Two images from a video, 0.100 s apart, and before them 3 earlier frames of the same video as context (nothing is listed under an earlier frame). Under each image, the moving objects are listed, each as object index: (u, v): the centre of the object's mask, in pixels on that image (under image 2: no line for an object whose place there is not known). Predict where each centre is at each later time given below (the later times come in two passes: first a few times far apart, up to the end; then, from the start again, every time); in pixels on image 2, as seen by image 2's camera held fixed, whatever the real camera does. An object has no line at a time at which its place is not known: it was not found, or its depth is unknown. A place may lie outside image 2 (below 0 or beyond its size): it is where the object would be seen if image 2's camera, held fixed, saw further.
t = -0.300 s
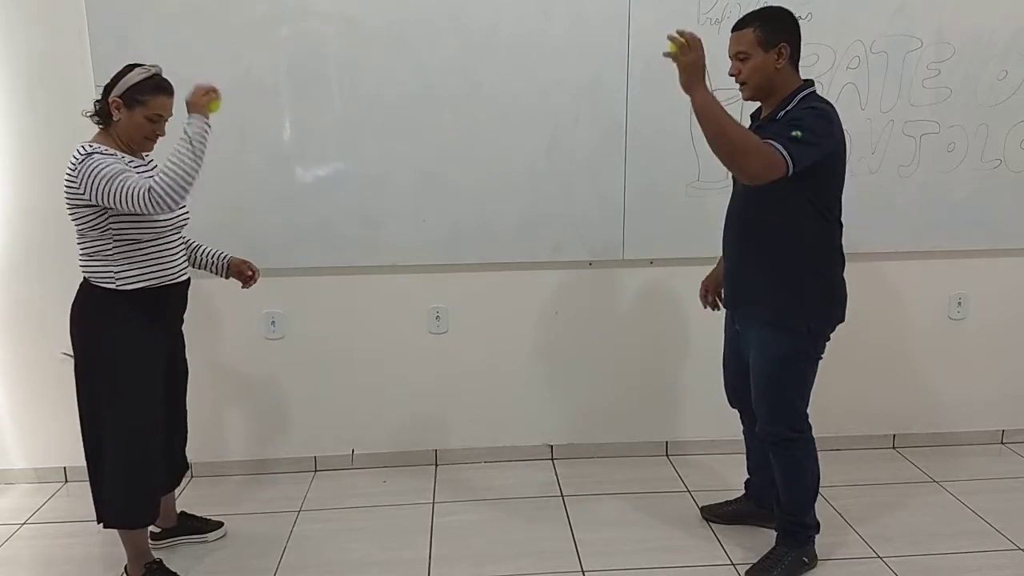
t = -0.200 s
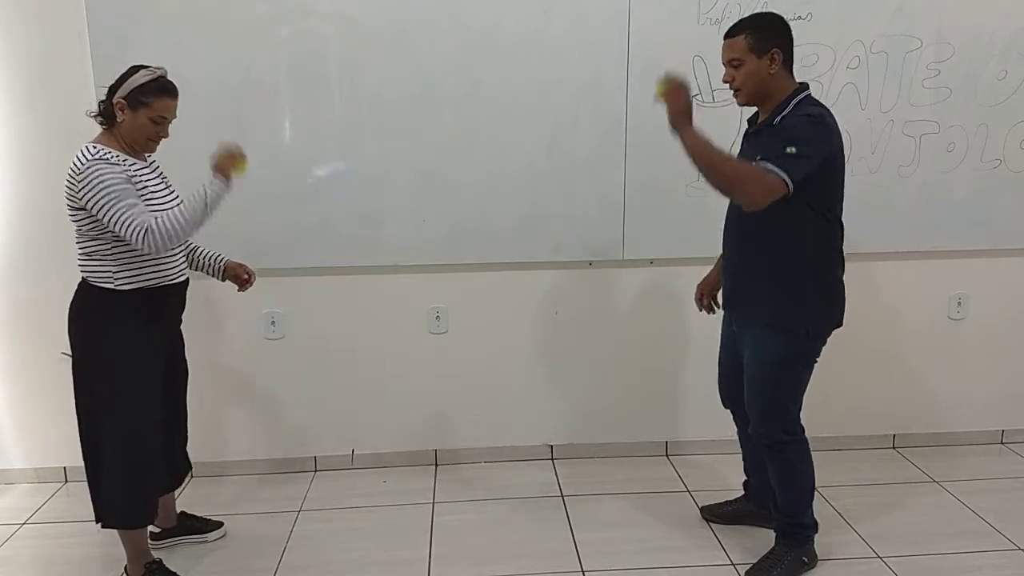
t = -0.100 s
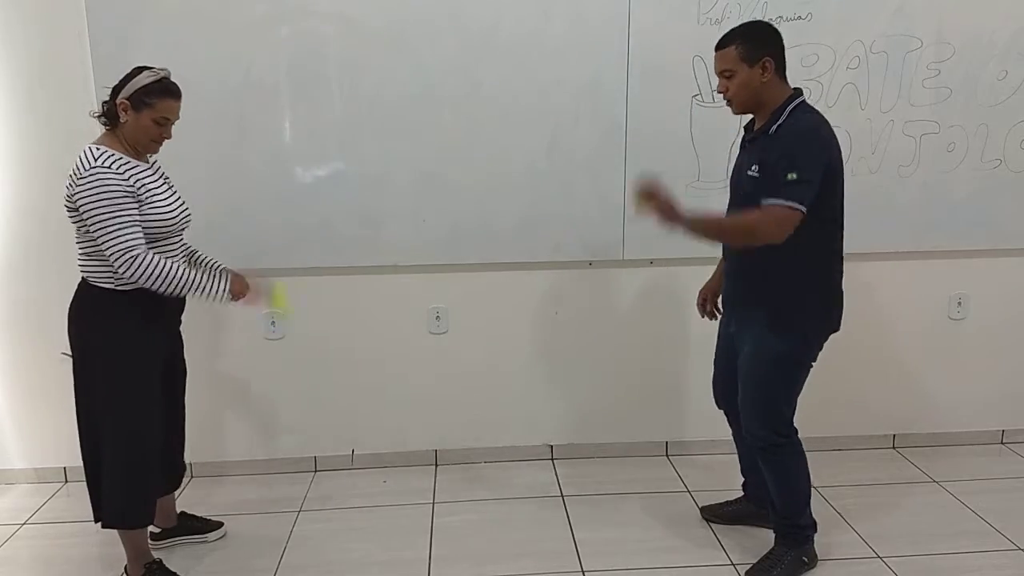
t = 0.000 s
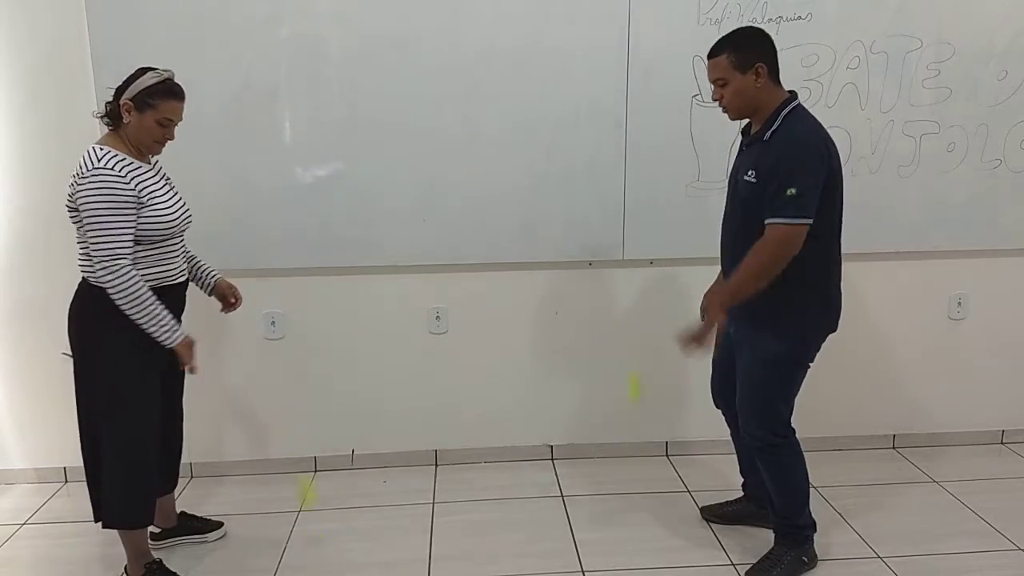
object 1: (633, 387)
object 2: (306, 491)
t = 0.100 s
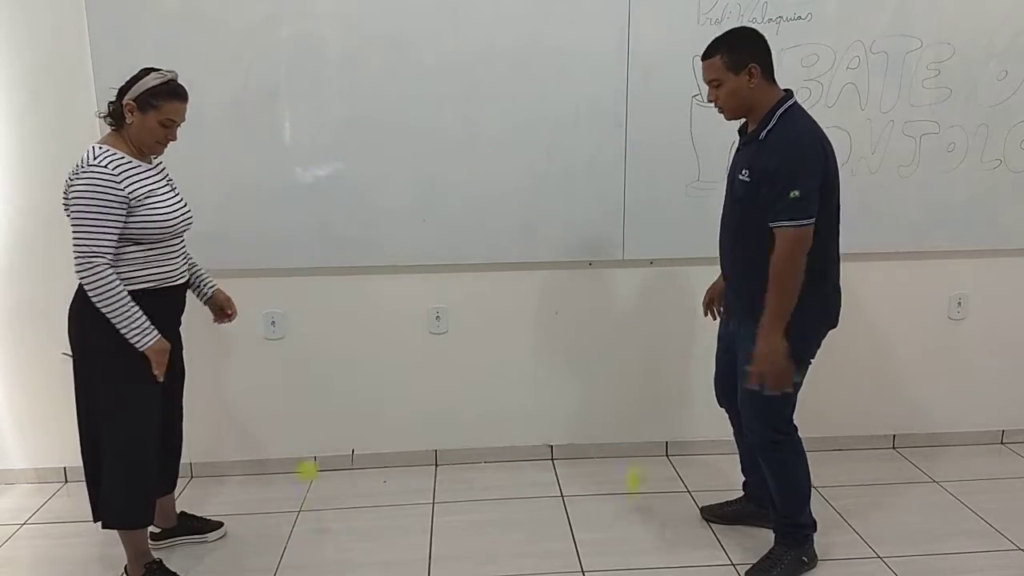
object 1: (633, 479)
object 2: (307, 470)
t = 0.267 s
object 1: (639, 316)
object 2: (296, 332)
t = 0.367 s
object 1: (641, 246)
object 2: (290, 284)
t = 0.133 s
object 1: (634, 440)
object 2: (305, 436)
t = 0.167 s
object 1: (635, 405)
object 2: (303, 407)
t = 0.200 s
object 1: (635, 373)
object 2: (300, 381)
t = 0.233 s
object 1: (637, 343)
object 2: (298, 356)
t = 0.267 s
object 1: (639, 316)
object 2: (296, 332)
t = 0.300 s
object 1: (639, 290)
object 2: (293, 313)
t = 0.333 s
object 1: (641, 266)
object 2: (291, 297)
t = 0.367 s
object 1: (641, 246)
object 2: (290, 284)
